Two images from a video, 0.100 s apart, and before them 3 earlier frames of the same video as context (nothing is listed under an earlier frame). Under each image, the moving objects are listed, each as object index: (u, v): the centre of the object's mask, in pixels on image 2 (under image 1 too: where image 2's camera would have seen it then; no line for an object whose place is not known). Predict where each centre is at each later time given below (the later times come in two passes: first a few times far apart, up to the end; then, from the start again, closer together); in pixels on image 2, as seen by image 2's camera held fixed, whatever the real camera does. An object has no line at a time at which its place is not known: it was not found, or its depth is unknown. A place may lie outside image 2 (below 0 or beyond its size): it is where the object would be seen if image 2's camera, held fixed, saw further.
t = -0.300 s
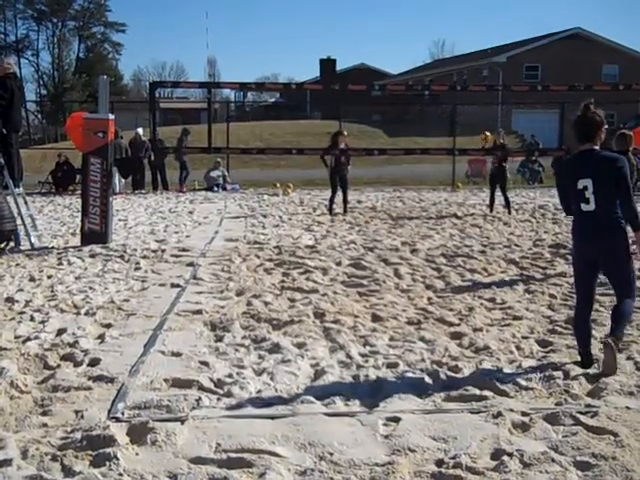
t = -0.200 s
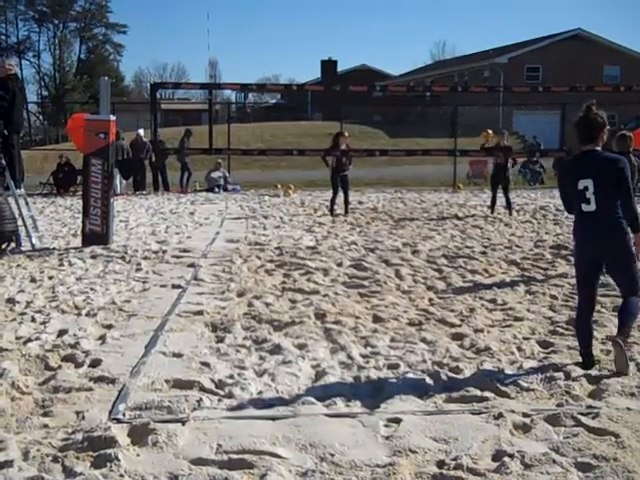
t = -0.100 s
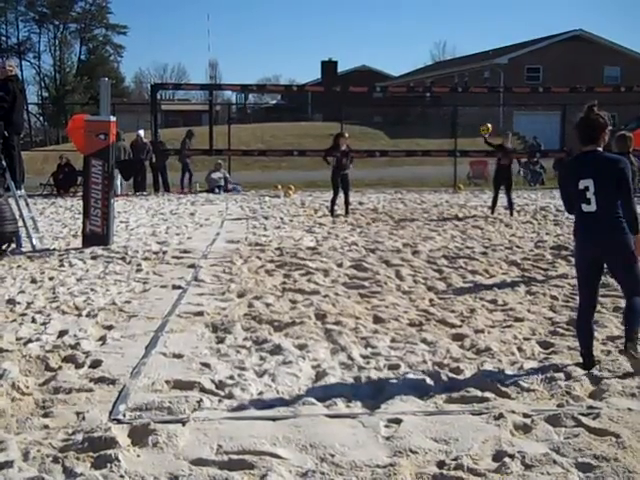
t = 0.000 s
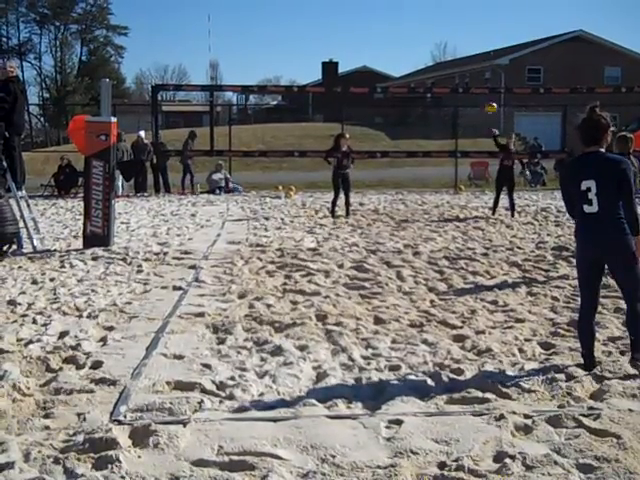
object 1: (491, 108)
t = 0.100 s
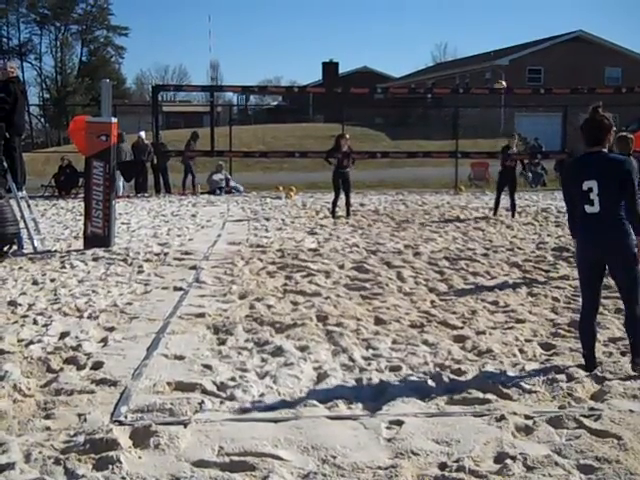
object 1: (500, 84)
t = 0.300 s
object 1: (520, 48)
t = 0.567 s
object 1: (556, 16)
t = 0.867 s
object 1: (616, 32)
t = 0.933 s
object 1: (629, 48)
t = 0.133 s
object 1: (503, 79)
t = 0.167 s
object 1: (506, 72)
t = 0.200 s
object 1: (509, 66)
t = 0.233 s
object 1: (514, 60)
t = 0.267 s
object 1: (516, 54)
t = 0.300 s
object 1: (520, 48)
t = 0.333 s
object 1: (525, 42)
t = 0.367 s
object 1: (529, 38)
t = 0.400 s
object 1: (532, 33)
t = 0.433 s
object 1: (537, 28)
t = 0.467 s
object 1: (541, 24)
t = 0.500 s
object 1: (546, 21)
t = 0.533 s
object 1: (551, 18)
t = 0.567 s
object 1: (556, 16)
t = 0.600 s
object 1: (561, 14)
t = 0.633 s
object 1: (566, 13)
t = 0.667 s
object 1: (572, 13)
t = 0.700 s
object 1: (579, 14)
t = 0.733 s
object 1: (585, 15)
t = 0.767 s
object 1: (593, 18)
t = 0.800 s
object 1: (600, 21)
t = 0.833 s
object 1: (608, 25)
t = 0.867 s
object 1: (616, 32)
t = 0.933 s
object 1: (629, 48)
